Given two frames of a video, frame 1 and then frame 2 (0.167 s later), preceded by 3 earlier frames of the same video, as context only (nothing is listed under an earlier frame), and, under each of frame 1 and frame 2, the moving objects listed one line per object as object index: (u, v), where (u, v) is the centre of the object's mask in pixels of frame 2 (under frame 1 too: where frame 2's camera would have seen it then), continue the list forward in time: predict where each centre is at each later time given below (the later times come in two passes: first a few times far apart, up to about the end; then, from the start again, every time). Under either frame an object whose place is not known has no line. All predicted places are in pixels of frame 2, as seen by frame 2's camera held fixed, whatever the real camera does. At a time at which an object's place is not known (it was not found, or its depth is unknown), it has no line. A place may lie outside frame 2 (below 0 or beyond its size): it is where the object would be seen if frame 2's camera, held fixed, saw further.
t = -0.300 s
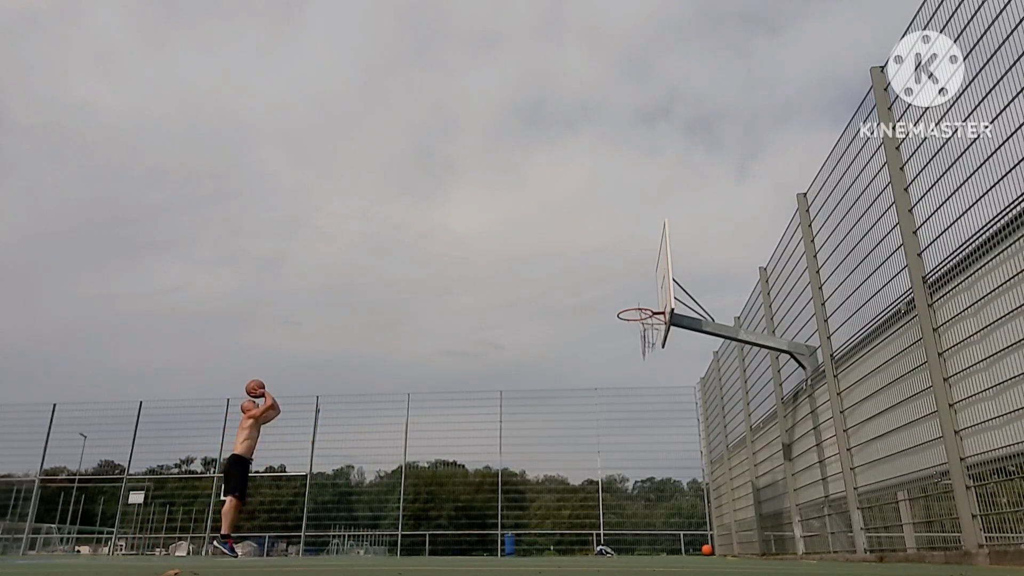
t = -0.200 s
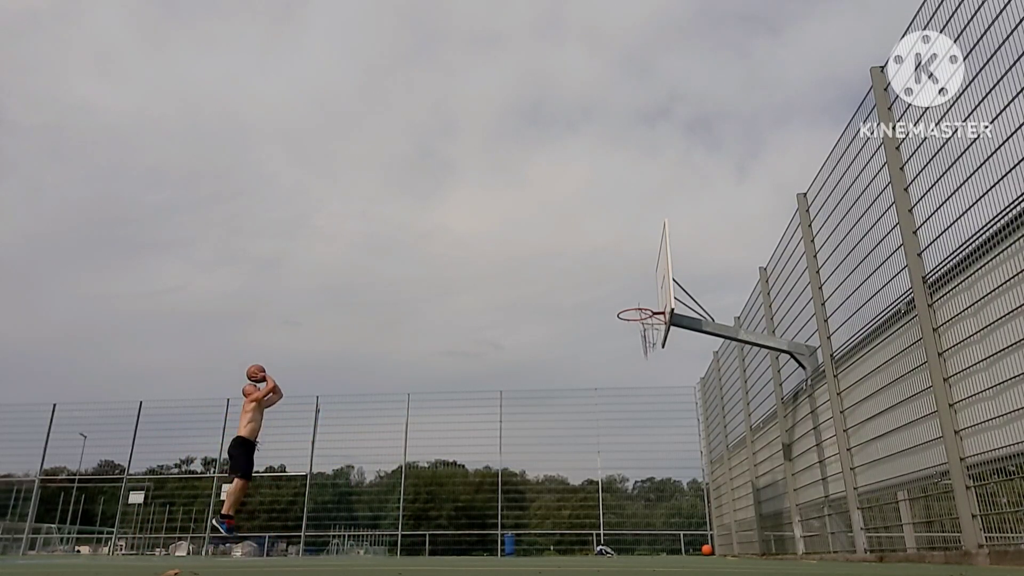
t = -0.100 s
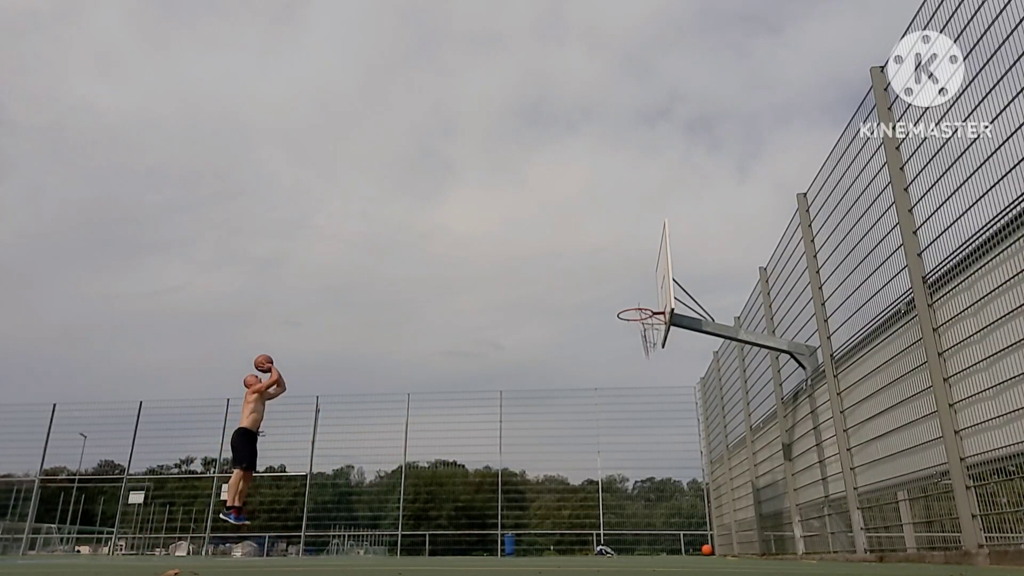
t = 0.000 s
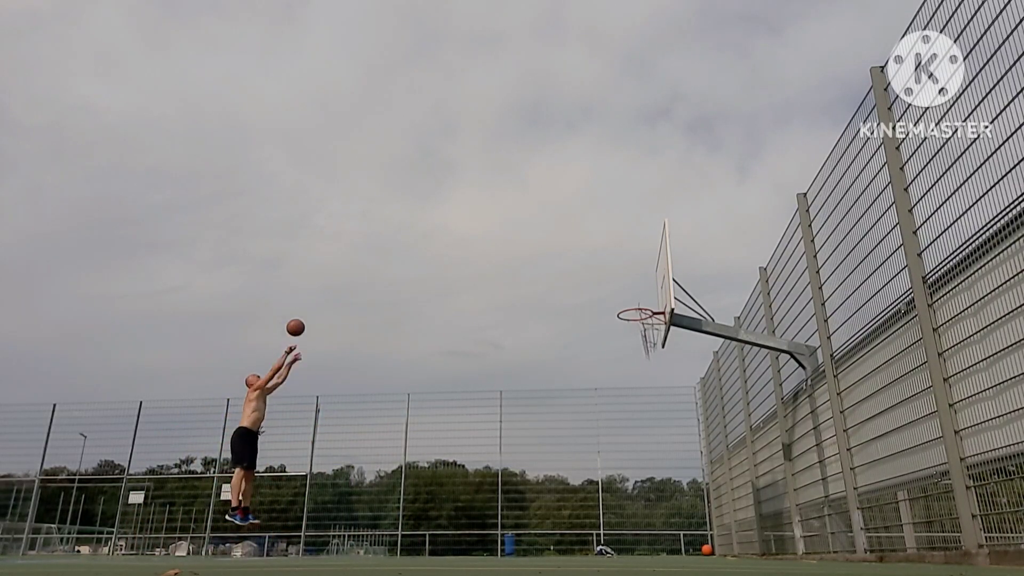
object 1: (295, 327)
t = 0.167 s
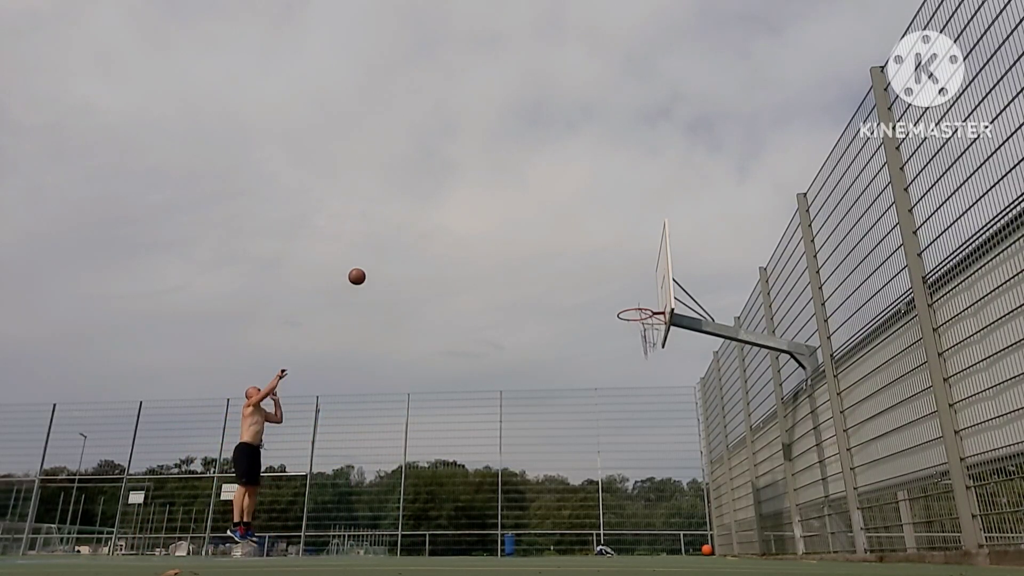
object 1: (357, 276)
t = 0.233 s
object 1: (380, 262)
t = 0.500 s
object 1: (468, 234)
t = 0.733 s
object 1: (542, 245)
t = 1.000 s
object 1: (629, 303)
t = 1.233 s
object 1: (627, 276)
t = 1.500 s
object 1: (609, 256)
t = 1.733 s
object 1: (595, 283)
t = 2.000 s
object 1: (579, 383)
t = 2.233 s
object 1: (567, 529)
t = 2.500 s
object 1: (549, 354)
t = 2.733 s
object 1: (535, 258)
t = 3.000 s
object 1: (520, 211)
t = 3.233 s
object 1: (506, 235)
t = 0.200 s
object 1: (368, 269)
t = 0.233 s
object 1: (380, 262)
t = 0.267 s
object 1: (391, 256)
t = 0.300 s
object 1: (402, 251)
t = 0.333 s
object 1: (414, 246)
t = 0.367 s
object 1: (424, 242)
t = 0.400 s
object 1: (435, 239)
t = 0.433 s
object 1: (446, 236)
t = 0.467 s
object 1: (457, 235)
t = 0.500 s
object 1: (468, 234)
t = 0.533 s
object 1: (478, 233)
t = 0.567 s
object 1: (489, 234)
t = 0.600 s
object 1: (499, 235)
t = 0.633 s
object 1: (510, 236)
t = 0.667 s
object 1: (520, 238)
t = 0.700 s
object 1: (531, 242)
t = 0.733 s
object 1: (542, 245)
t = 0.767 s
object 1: (552, 250)
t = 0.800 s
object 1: (563, 255)
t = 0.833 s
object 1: (574, 261)
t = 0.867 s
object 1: (585, 268)
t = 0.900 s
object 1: (596, 275)
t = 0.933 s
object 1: (607, 284)
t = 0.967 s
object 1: (618, 293)
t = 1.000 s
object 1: (629, 303)
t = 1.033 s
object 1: (640, 313)
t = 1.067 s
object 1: (639, 307)
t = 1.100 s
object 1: (637, 302)
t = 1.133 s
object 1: (635, 295)
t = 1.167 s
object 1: (632, 288)
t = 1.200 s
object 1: (630, 281)
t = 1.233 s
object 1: (627, 276)
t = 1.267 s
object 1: (625, 271)
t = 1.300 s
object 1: (623, 266)
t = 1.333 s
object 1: (620, 263)
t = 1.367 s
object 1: (618, 260)
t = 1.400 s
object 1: (616, 258)
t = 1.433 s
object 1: (613, 257)
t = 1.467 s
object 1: (611, 256)
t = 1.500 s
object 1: (609, 256)
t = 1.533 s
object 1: (607, 257)
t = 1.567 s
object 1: (605, 259)
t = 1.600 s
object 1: (603, 262)
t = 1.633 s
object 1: (601, 266)
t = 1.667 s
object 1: (599, 271)
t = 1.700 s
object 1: (597, 277)
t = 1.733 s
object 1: (595, 283)
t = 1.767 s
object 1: (592, 291)
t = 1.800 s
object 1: (590, 300)
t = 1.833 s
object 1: (588, 310)
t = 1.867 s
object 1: (586, 322)
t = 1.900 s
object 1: (585, 335)
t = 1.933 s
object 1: (583, 349)
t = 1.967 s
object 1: (581, 365)
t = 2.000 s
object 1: (579, 383)
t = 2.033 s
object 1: (577, 402)
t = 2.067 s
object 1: (576, 424)
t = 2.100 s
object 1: (574, 448)
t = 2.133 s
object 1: (572, 474)
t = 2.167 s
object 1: (570, 502)
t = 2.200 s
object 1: (568, 534)
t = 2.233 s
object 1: (567, 529)
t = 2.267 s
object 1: (564, 503)
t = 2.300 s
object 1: (562, 479)
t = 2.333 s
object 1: (559, 455)
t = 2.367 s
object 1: (557, 432)
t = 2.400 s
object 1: (555, 411)
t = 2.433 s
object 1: (553, 391)
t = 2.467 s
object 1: (550, 372)
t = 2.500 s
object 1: (549, 354)
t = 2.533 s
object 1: (546, 337)
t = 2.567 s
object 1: (544, 321)
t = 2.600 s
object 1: (543, 307)
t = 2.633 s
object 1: (541, 293)
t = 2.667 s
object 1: (539, 281)
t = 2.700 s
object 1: (537, 269)
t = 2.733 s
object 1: (535, 258)
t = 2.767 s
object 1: (533, 249)
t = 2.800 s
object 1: (532, 240)
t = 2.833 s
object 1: (530, 233)
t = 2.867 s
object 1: (528, 226)
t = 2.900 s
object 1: (526, 220)
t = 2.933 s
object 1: (524, 216)
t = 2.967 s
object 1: (522, 213)
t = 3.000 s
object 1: (520, 211)
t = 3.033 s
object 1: (518, 210)
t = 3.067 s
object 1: (516, 211)
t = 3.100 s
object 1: (514, 213)
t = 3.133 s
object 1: (512, 216)
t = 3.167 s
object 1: (510, 220)
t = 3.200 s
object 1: (508, 227)
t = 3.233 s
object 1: (506, 235)
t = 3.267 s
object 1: (503, 245)
